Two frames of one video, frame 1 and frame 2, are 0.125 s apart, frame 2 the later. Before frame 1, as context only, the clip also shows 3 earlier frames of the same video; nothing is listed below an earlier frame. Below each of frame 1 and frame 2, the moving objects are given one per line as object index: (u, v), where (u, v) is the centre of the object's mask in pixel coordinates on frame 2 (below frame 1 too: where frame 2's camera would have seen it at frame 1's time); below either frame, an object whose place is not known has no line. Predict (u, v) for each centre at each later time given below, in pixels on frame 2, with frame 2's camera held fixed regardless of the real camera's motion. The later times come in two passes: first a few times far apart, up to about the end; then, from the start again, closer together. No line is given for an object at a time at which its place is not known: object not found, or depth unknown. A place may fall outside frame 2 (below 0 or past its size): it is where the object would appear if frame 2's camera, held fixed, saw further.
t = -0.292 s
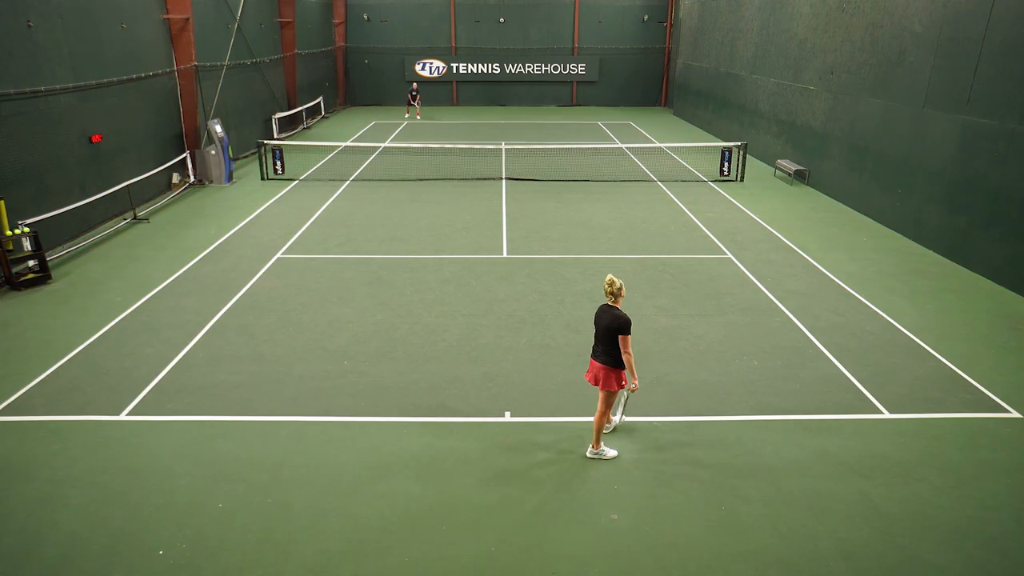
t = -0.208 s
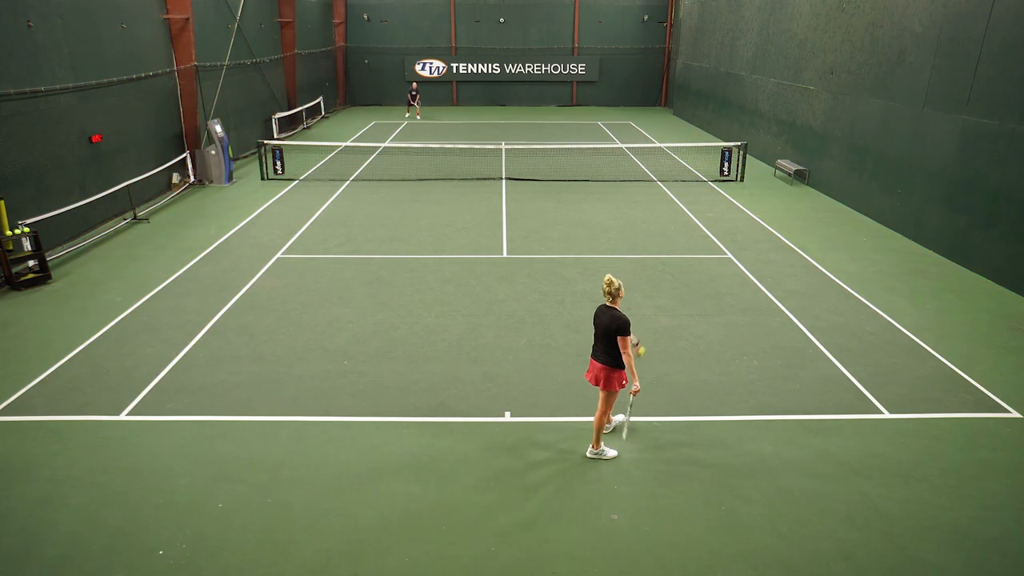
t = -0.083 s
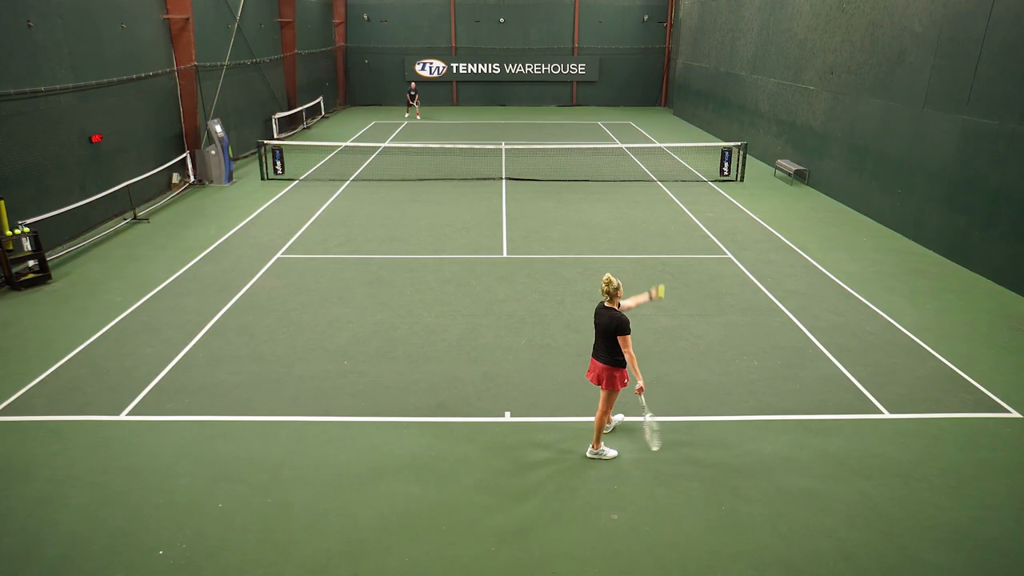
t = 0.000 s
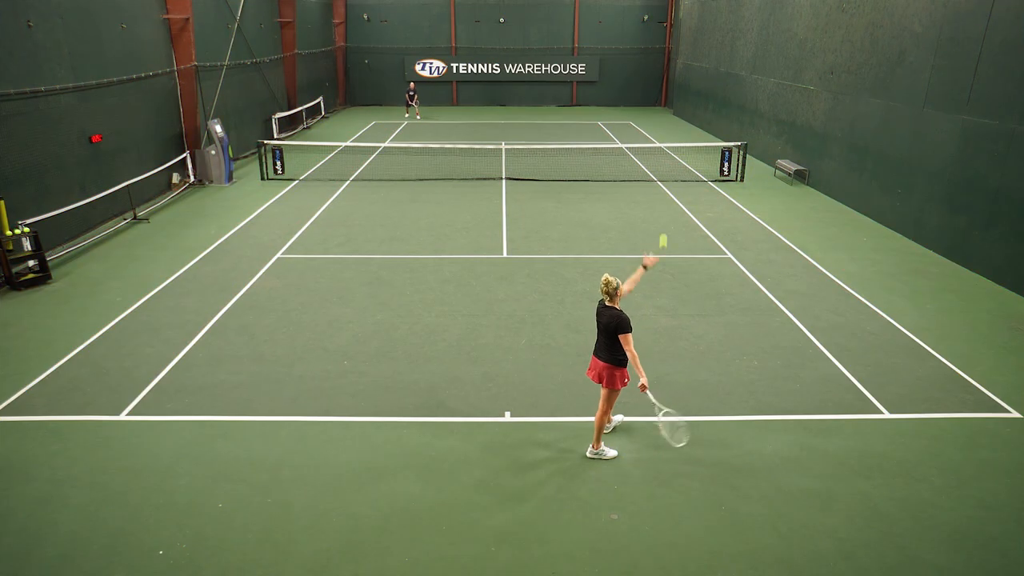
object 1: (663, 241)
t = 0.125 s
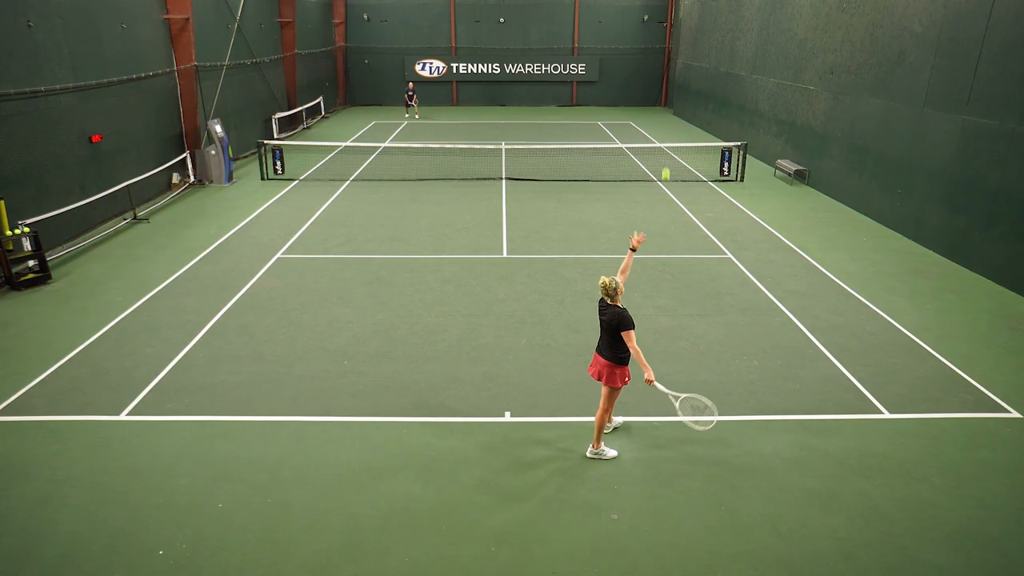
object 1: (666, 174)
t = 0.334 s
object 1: (667, 94)
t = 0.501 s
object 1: (665, 60)
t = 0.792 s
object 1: (658, 76)
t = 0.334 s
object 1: (667, 94)
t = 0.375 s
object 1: (667, 83)
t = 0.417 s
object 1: (667, 73)
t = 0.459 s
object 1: (666, 66)
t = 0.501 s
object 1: (665, 60)
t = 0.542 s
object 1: (665, 57)
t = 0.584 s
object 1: (664, 55)
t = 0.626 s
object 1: (663, 55)
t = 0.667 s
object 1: (662, 58)
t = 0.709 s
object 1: (661, 62)
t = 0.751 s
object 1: (660, 68)
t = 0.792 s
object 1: (658, 76)
